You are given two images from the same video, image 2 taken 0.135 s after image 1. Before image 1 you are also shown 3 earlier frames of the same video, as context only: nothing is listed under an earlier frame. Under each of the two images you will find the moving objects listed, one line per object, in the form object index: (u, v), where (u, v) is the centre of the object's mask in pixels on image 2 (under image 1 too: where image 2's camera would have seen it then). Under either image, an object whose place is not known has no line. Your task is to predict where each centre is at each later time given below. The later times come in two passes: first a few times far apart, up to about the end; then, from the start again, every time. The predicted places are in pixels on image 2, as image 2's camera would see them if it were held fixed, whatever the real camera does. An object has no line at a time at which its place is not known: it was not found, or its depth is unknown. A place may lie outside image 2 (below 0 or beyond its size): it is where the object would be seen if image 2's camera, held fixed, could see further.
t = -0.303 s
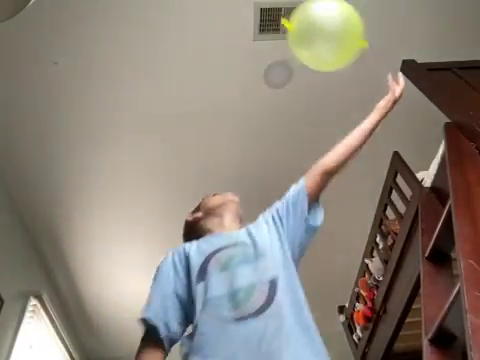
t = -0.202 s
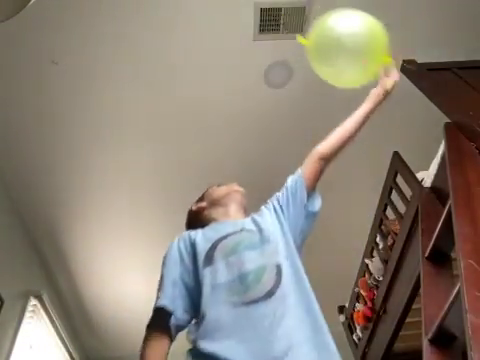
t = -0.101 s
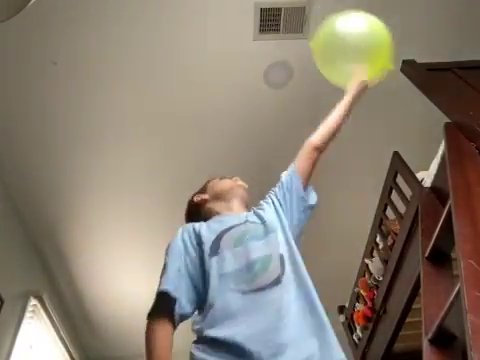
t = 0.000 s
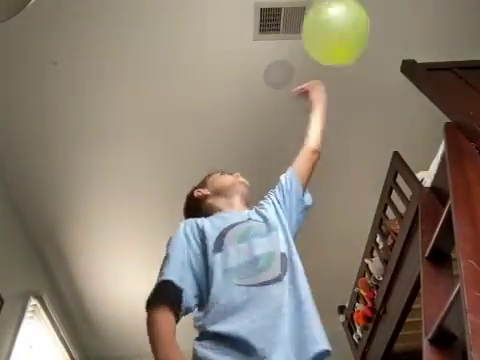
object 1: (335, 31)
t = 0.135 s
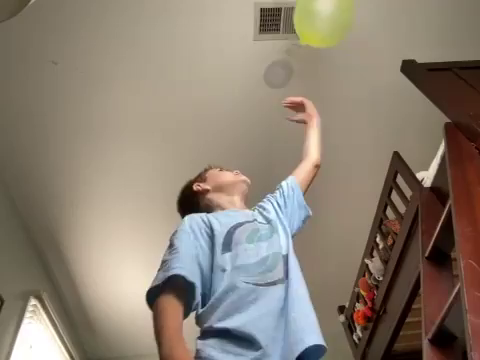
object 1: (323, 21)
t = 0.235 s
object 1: (318, 17)
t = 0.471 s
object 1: (318, 14)
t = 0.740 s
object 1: (328, 19)
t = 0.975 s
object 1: (348, 37)
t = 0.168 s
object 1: (321, 19)
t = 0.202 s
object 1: (319, 18)
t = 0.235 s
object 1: (318, 17)
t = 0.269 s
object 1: (318, 16)
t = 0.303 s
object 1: (317, 15)
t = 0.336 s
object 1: (317, 15)
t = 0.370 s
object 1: (317, 14)
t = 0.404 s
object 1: (317, 14)
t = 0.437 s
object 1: (318, 14)
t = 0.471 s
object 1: (318, 14)
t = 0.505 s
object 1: (319, 14)
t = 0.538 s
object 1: (320, 14)
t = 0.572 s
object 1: (321, 14)
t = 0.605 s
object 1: (322, 15)
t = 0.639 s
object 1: (323, 16)
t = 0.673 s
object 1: (324, 17)
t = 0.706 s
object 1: (326, 17)
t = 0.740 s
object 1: (328, 19)
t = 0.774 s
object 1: (330, 20)
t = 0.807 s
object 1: (332, 21)
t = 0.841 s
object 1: (334, 23)
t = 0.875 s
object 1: (337, 25)
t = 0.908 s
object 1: (341, 29)
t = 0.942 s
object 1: (343, 31)
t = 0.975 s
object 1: (348, 37)
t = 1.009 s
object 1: (351, 41)
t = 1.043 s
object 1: (357, 47)
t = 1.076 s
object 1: (361, 52)
